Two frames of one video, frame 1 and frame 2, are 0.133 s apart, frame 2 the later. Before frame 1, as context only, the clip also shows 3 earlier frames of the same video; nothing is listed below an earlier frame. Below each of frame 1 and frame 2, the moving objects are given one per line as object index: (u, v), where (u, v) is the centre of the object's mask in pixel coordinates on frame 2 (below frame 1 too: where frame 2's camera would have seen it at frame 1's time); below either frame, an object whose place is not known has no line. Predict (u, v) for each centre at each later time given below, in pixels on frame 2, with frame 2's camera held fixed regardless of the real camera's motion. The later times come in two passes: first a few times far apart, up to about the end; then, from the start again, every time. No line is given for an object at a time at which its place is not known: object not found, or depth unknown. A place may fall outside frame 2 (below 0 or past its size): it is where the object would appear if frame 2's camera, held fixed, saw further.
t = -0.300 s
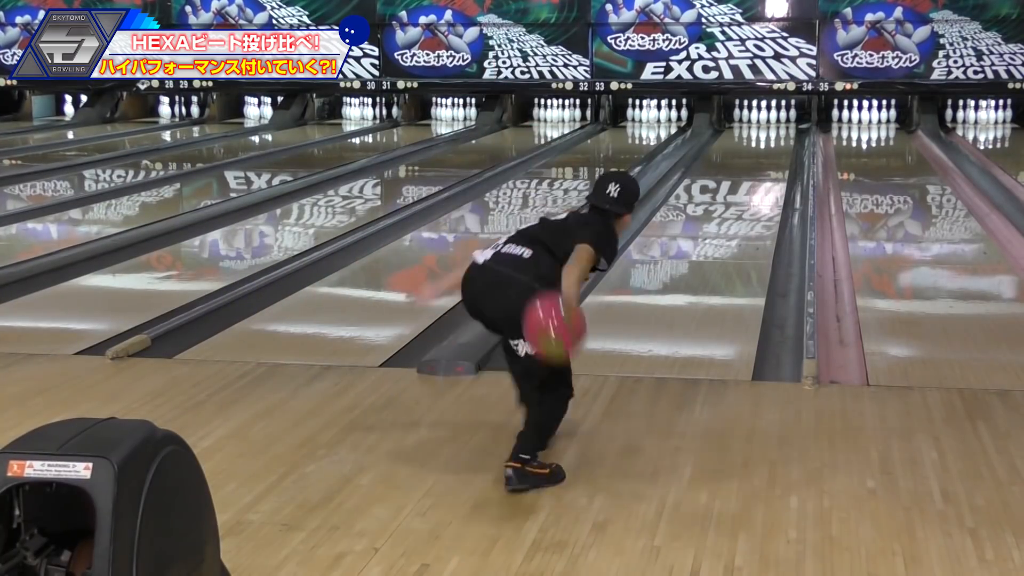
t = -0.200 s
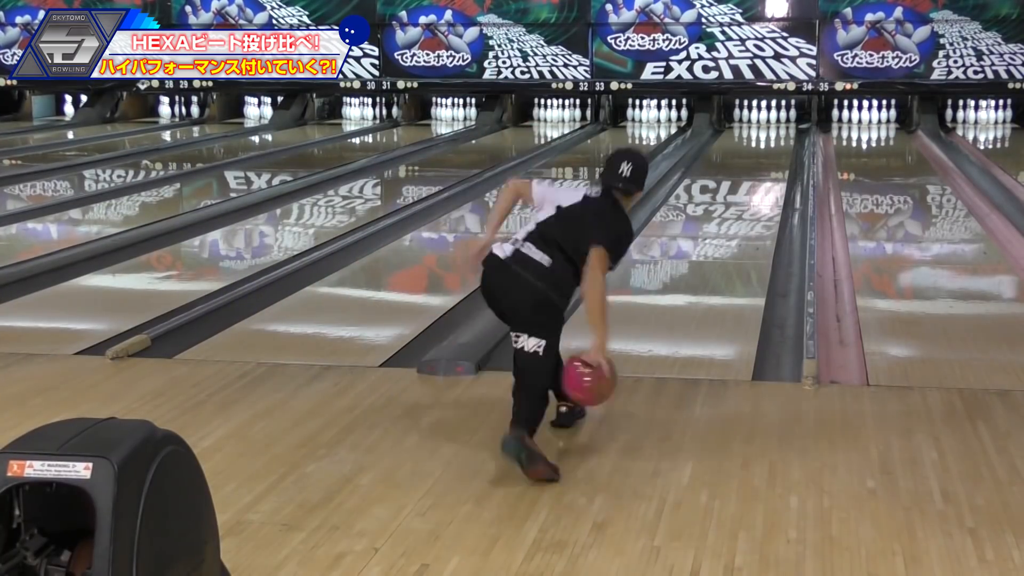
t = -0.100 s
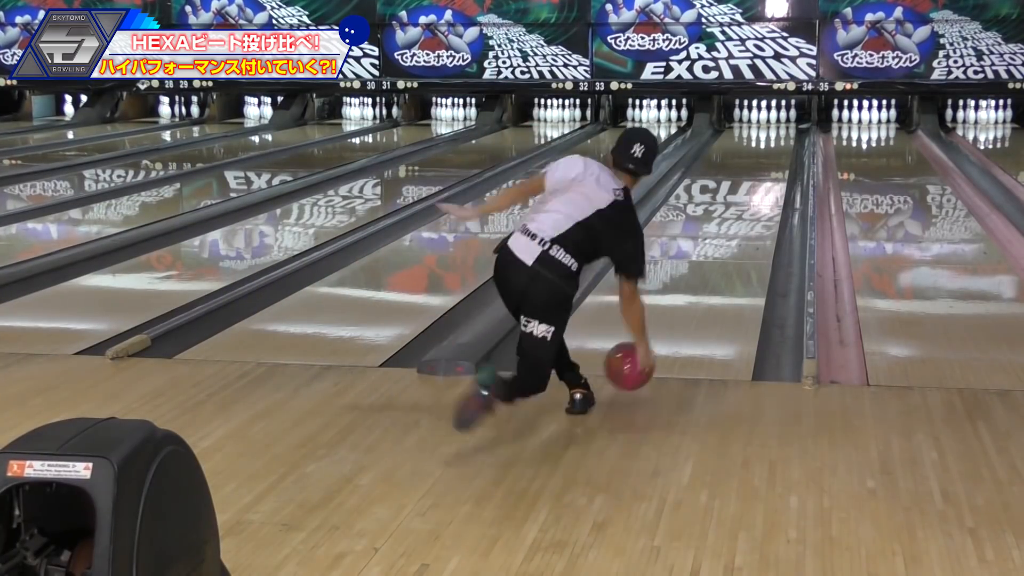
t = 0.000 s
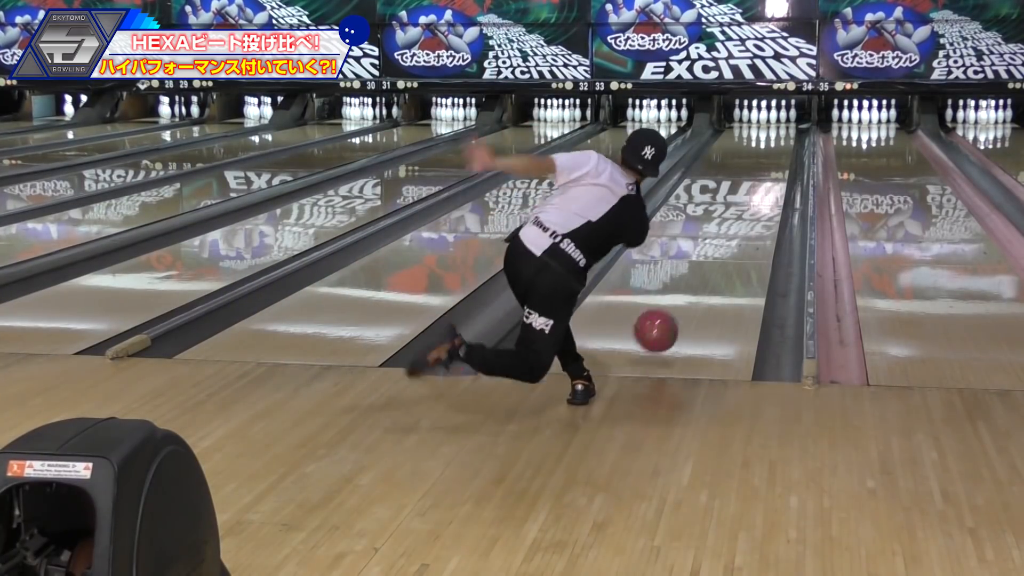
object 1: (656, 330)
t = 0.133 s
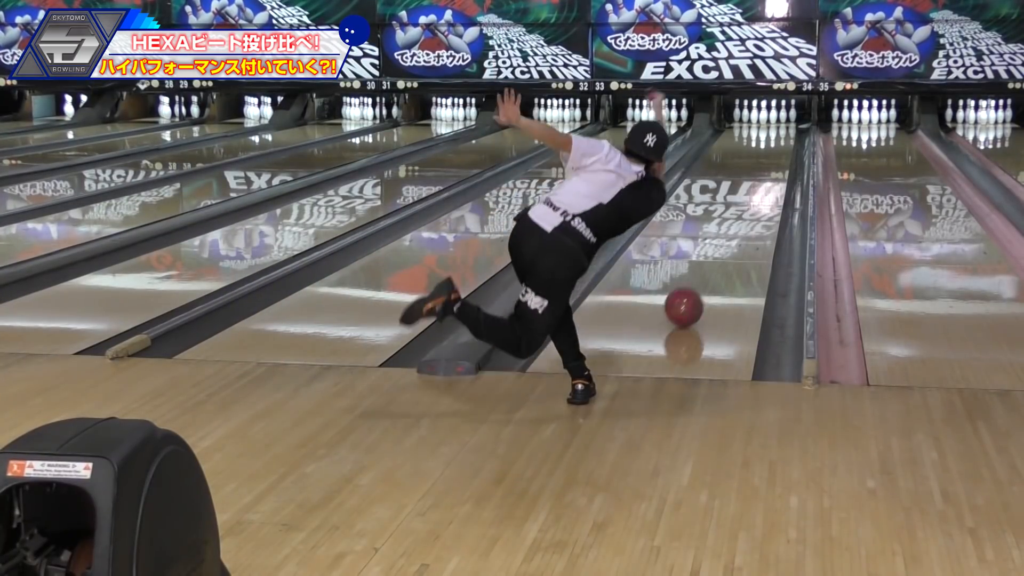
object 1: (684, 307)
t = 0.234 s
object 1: (701, 284)
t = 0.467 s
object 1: (730, 243)
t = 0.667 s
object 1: (748, 217)
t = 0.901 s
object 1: (762, 193)
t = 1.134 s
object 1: (773, 176)
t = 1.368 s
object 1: (779, 161)
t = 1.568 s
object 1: (783, 151)
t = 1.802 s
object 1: (784, 140)
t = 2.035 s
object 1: (782, 131)
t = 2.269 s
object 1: (776, 125)
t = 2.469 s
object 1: (768, 120)
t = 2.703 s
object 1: (762, 116)
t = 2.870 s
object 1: (757, 114)
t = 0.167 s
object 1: (690, 300)
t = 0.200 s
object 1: (696, 291)
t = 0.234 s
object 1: (701, 284)
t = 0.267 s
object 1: (705, 278)
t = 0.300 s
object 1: (710, 272)
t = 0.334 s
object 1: (715, 265)
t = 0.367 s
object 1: (719, 259)
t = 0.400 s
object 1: (723, 254)
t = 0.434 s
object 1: (726, 248)
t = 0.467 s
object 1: (730, 243)
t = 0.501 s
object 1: (733, 238)
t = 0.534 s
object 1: (736, 234)
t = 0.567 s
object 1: (740, 229)
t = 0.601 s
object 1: (742, 225)
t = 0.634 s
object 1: (745, 221)
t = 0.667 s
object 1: (748, 217)
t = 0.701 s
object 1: (750, 213)
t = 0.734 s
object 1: (753, 209)
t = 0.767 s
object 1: (755, 205)
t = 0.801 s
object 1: (757, 202)
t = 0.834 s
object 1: (759, 199)
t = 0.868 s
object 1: (760, 196)
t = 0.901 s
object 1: (762, 193)
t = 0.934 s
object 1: (764, 190)
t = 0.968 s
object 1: (765, 188)
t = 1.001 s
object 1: (767, 185)
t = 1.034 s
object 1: (769, 182)
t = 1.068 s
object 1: (770, 180)
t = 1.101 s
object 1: (772, 179)
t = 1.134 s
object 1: (773, 176)
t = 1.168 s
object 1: (775, 173)
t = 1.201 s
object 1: (776, 171)
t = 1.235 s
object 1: (777, 168)
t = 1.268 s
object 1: (777, 166)
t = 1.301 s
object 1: (778, 164)
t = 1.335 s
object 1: (779, 162)
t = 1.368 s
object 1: (779, 161)
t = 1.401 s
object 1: (780, 159)
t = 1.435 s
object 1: (781, 157)
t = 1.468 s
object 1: (782, 155)
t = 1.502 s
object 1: (782, 154)
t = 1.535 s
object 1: (783, 152)
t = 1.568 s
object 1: (783, 151)
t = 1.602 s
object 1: (784, 149)
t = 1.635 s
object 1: (784, 147)
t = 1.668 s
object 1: (785, 146)
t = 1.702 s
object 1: (785, 144)
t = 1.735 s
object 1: (785, 143)
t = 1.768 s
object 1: (785, 142)
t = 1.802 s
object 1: (784, 140)
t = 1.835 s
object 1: (784, 139)
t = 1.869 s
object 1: (784, 137)
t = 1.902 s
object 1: (784, 136)
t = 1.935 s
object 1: (784, 135)
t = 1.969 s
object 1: (783, 135)
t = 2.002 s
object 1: (783, 133)
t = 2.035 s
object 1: (782, 131)
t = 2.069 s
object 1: (782, 131)
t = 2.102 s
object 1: (781, 130)
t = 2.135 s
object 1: (780, 129)
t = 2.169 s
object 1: (780, 127)
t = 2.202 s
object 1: (779, 126)
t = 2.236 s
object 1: (777, 125)
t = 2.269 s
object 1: (776, 125)
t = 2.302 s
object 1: (774, 124)
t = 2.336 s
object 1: (774, 123)
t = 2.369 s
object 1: (773, 122)
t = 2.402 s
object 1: (771, 121)
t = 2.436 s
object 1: (770, 120)
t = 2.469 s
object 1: (768, 120)
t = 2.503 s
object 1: (766, 119)
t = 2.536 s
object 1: (766, 118)
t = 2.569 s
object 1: (765, 118)
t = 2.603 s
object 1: (764, 117)
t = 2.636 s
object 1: (763, 117)
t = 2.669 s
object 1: (763, 116)
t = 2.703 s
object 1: (762, 116)
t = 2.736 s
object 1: (761, 116)
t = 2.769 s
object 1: (760, 116)
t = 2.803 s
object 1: (759, 115)
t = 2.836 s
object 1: (758, 115)
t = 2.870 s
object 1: (757, 114)
